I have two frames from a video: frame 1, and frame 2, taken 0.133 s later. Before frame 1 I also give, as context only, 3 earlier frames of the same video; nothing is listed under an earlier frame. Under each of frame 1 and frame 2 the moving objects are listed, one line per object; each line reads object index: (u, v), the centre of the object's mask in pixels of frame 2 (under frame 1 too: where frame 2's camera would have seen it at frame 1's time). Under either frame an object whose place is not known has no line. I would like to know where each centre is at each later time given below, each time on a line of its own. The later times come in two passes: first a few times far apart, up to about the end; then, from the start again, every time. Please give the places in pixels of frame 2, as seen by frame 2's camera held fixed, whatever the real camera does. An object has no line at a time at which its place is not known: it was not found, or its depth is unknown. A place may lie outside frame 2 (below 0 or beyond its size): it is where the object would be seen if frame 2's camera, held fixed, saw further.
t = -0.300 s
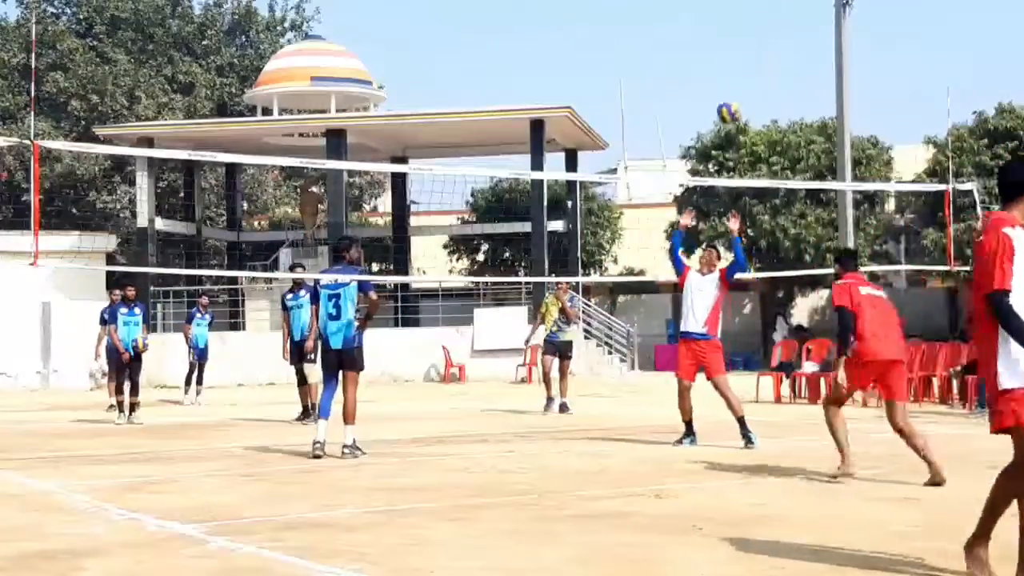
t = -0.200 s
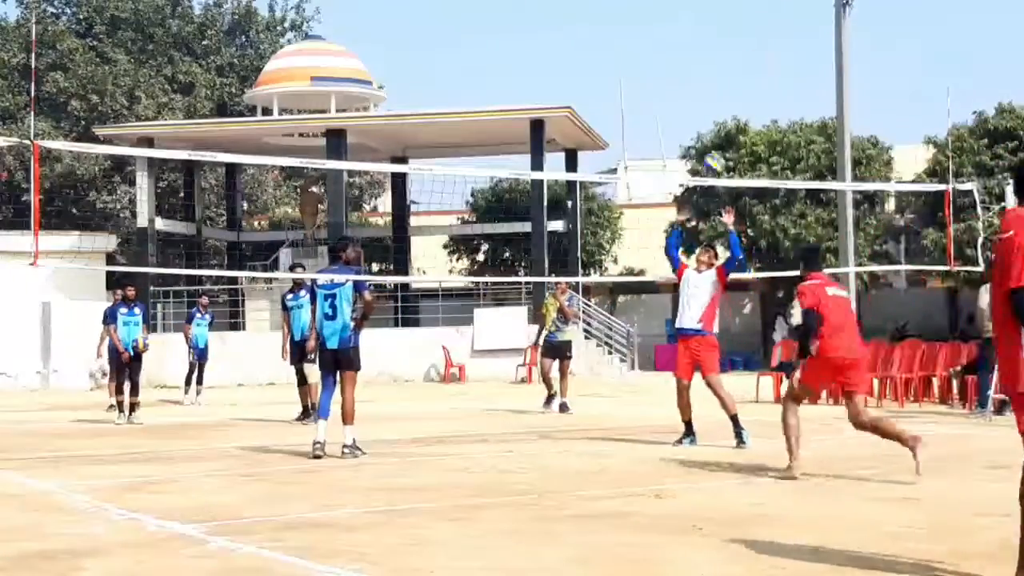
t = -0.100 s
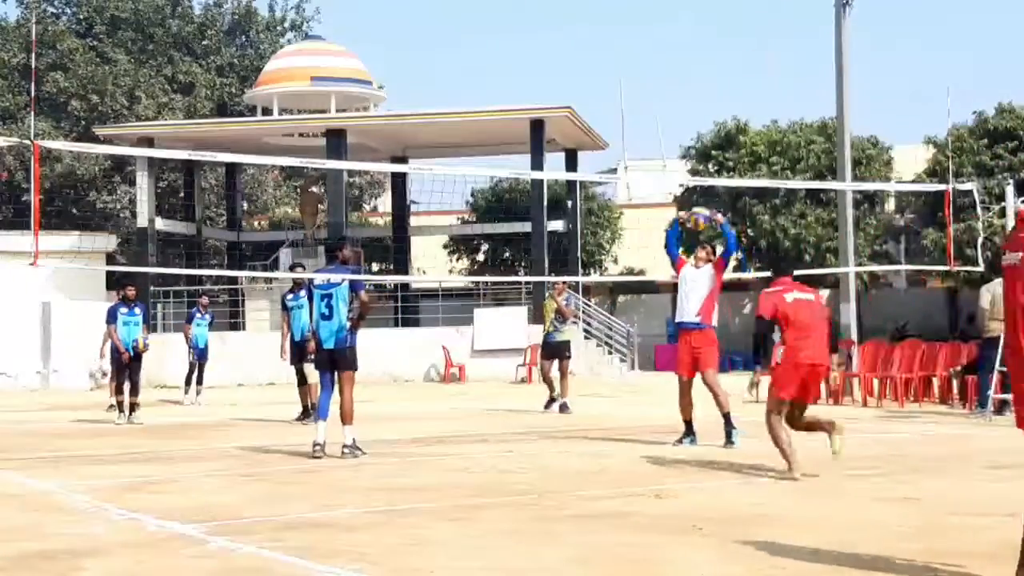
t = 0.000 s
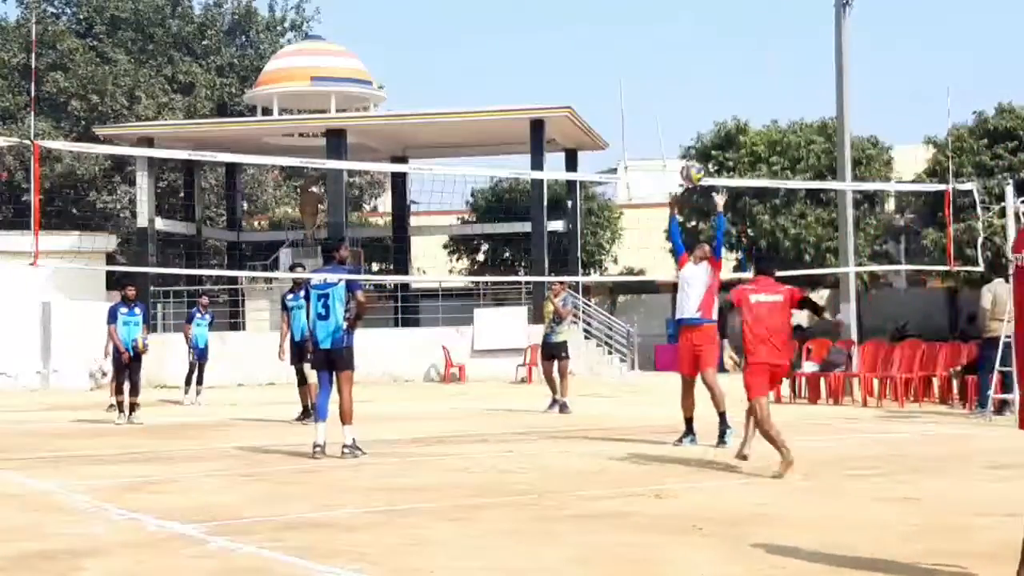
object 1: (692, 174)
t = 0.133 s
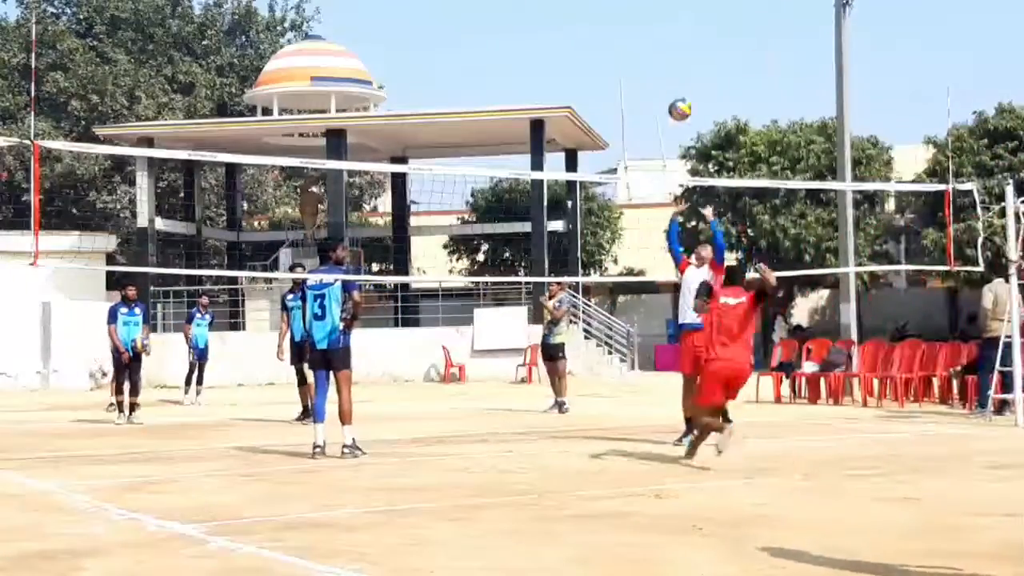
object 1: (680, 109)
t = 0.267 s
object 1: (668, 64)
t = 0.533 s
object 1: (646, 32)
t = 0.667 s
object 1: (636, 47)
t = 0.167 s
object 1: (677, 96)
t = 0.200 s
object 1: (674, 84)
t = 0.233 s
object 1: (671, 74)
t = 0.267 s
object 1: (668, 64)
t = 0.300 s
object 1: (666, 56)
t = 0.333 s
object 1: (663, 50)
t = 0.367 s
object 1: (659, 44)
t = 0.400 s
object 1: (657, 40)
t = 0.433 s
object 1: (654, 36)
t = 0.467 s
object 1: (652, 34)
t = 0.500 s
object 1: (649, 32)
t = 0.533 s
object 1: (646, 32)
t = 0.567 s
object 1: (644, 34)
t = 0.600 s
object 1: (641, 37)
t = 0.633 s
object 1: (639, 41)
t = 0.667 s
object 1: (636, 47)
